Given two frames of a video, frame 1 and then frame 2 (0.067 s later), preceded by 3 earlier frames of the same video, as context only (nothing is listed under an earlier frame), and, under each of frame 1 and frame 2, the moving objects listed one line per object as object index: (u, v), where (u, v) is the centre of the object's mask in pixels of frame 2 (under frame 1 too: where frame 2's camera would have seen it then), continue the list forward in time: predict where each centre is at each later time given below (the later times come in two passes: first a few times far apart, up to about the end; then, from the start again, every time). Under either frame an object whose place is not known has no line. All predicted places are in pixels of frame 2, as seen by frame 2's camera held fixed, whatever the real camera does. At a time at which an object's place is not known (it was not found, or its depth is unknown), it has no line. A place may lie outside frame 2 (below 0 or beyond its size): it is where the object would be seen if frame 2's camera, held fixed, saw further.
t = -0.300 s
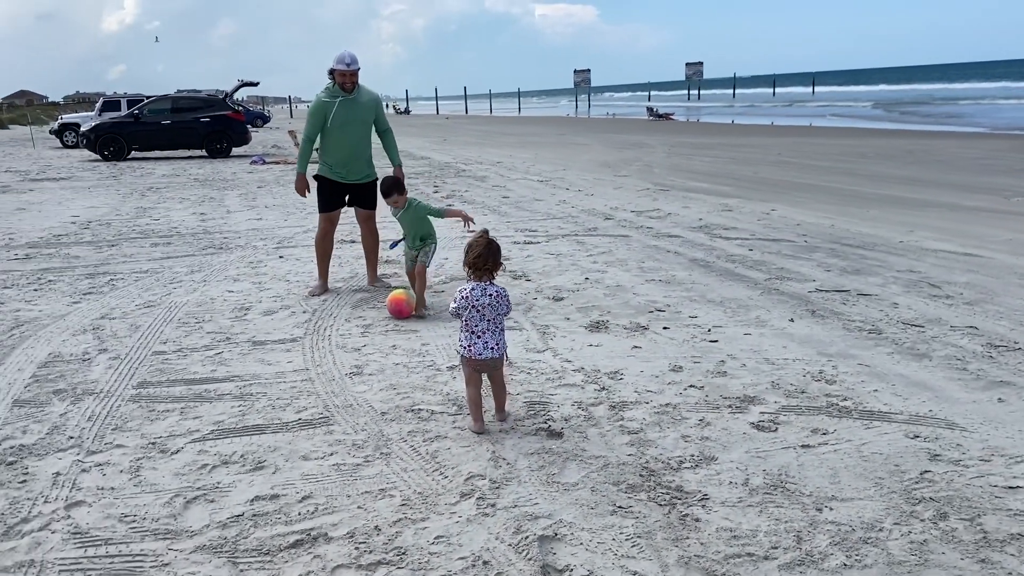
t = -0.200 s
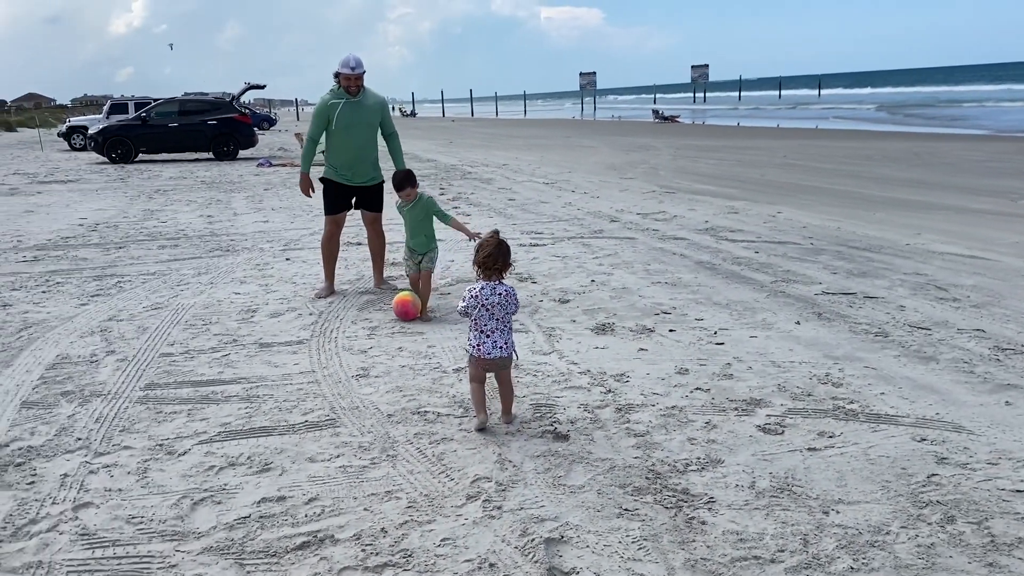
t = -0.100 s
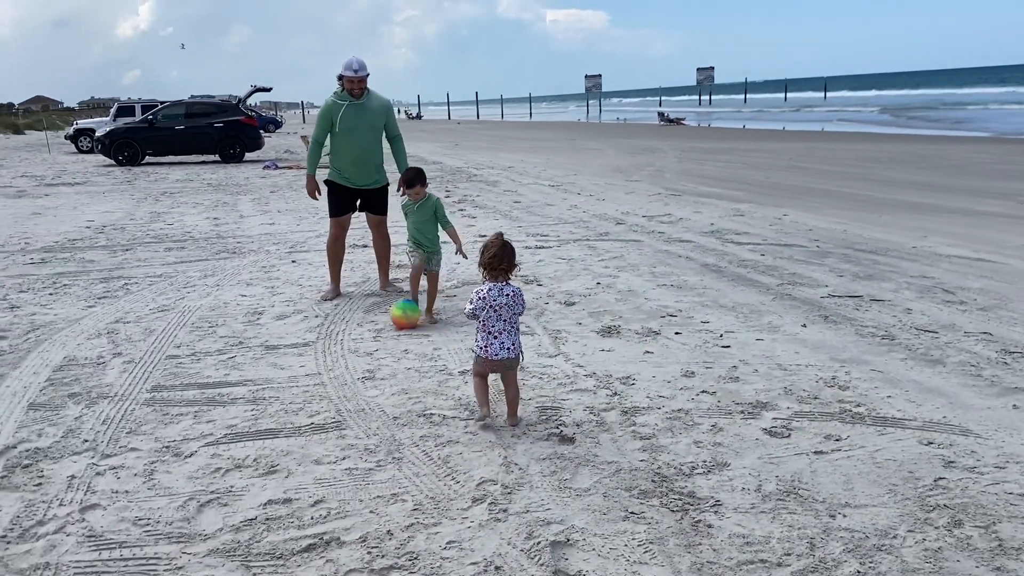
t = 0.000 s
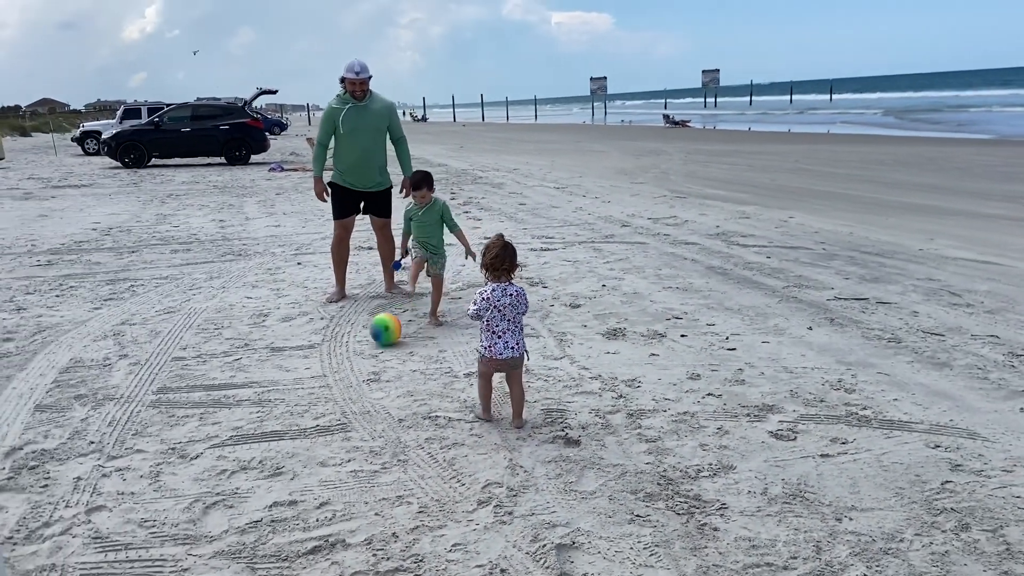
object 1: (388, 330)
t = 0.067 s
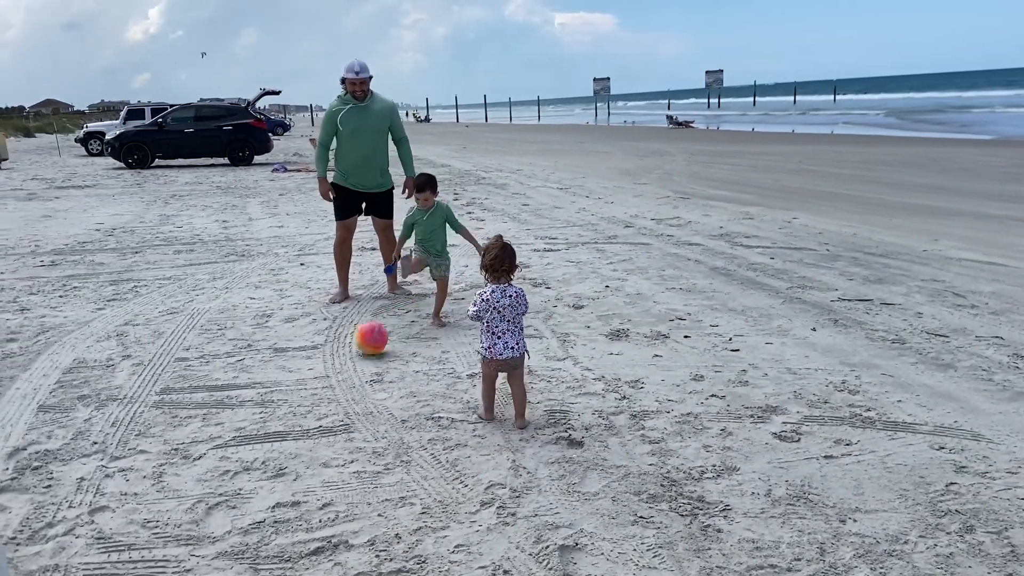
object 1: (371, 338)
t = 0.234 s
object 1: (330, 360)
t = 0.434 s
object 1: (273, 391)
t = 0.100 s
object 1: (363, 343)
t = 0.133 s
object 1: (355, 349)
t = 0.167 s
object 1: (347, 352)
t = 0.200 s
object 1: (338, 355)
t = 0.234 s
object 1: (330, 360)
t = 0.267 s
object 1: (322, 367)
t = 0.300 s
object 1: (313, 371)
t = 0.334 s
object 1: (304, 374)
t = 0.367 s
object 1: (294, 381)
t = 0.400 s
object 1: (284, 388)
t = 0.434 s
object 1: (273, 391)
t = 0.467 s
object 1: (263, 394)
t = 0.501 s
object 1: (253, 399)
